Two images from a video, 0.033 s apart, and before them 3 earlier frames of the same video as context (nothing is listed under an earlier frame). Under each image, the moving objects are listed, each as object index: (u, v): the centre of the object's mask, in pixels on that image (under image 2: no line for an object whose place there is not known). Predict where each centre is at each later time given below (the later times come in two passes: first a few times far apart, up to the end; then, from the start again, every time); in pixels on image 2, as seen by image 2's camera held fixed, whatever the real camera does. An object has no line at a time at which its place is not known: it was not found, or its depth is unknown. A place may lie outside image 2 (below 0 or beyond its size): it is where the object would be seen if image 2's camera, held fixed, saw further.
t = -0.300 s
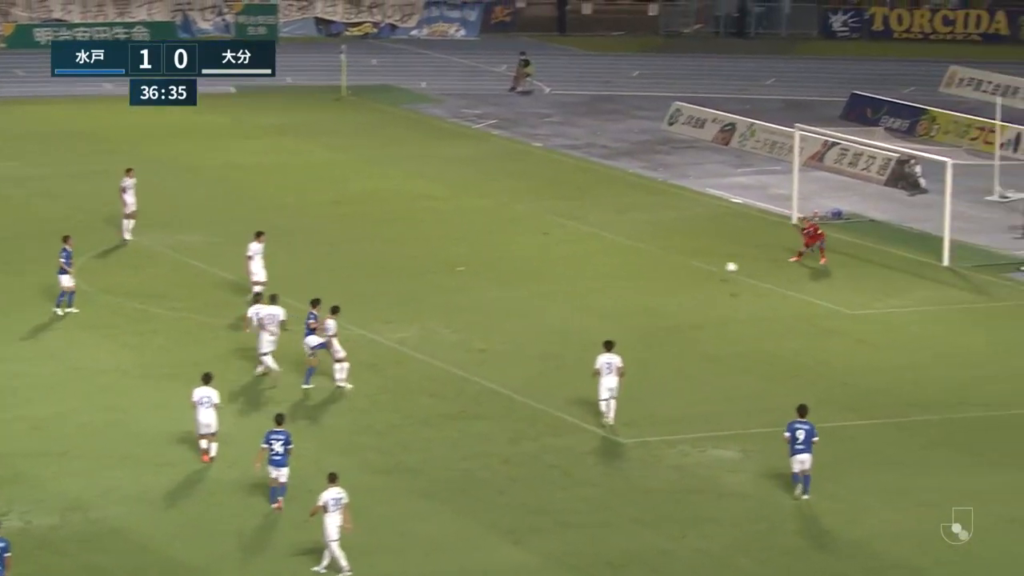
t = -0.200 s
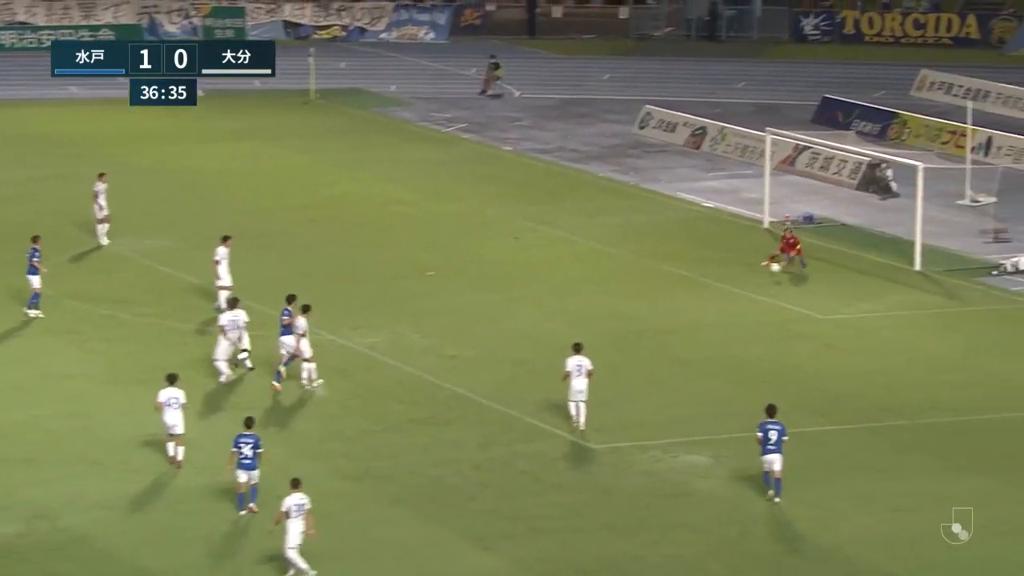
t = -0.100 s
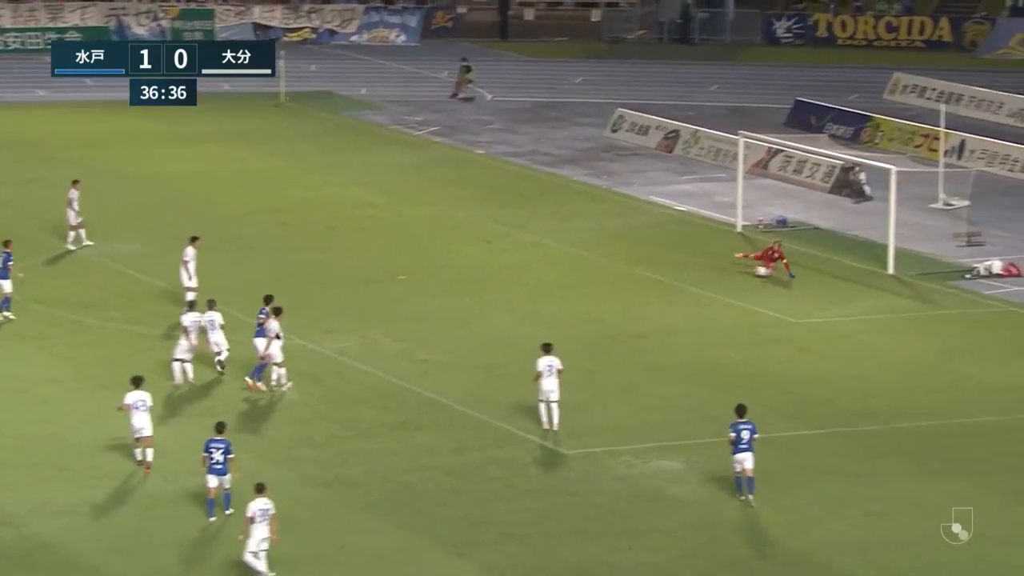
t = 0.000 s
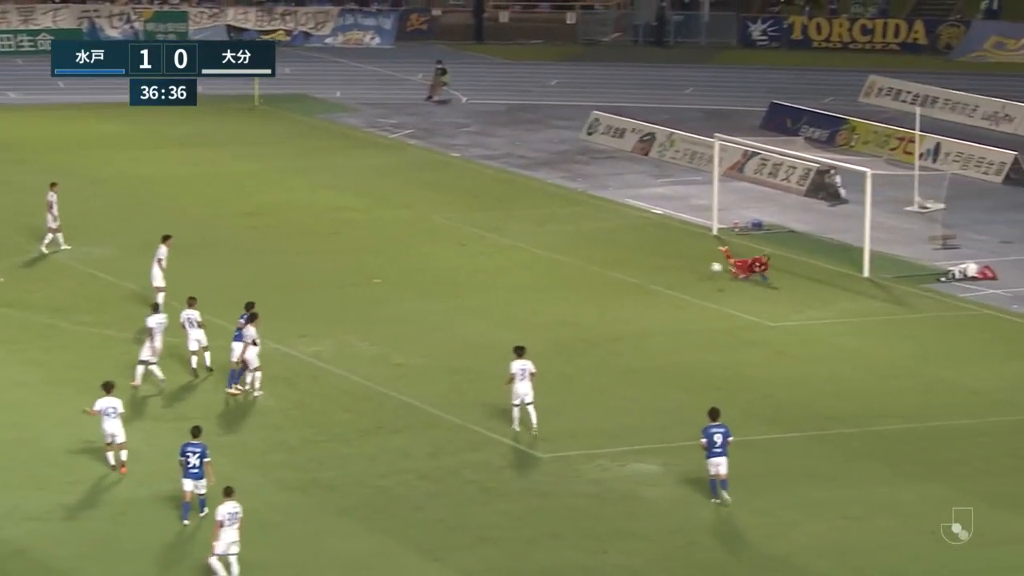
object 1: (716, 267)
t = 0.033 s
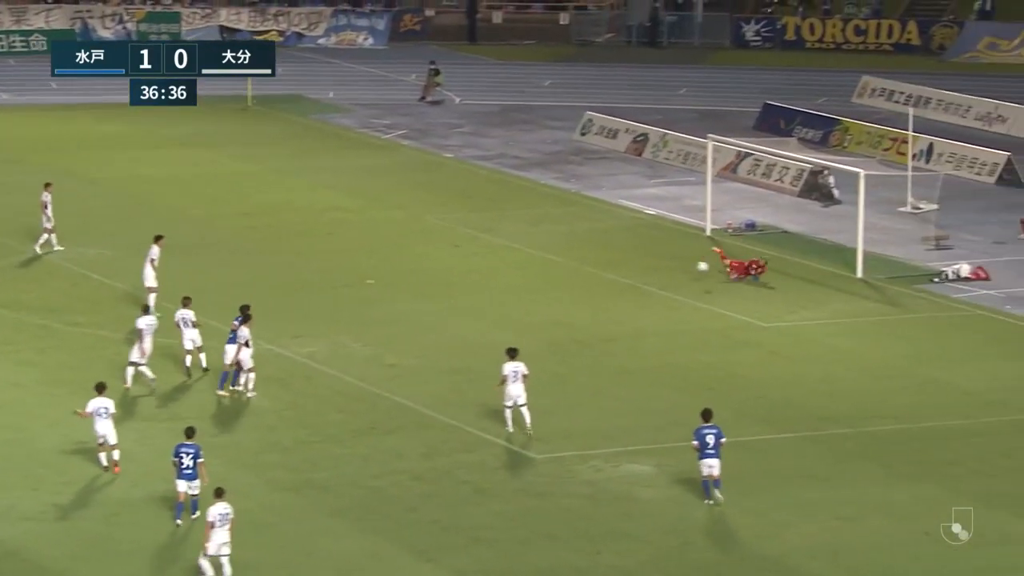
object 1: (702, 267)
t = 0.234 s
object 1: (659, 267)
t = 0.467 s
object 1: (609, 288)
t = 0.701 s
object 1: (573, 286)
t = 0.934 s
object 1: (540, 298)
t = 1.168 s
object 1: (518, 298)
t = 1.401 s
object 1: (496, 303)
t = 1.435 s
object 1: (493, 304)
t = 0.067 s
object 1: (695, 265)
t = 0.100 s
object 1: (688, 265)
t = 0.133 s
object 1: (681, 264)
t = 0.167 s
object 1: (673, 265)
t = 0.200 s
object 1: (666, 266)
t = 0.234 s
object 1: (659, 267)
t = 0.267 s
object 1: (652, 269)
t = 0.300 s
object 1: (645, 271)
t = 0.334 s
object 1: (638, 273)
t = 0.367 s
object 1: (631, 276)
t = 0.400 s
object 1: (624, 280)
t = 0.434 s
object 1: (617, 283)
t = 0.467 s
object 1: (609, 288)
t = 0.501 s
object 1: (603, 292)
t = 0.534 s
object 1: (598, 291)
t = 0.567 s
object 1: (593, 289)
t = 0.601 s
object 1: (588, 287)
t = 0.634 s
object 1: (583, 286)
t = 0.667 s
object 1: (578, 286)
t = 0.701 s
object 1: (573, 286)
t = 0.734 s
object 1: (569, 286)
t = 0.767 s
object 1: (564, 287)
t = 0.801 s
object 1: (558, 288)
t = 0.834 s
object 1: (554, 290)
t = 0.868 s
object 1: (549, 292)
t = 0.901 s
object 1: (544, 295)
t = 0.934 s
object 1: (540, 298)
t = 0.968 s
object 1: (536, 296)
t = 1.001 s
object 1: (533, 296)
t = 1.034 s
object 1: (530, 295)
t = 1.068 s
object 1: (527, 295)
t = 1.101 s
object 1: (524, 296)
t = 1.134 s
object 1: (521, 297)
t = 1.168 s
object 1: (518, 298)
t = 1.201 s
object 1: (515, 300)
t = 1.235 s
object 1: (512, 301)
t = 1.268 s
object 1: (509, 300)
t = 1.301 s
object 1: (505, 301)
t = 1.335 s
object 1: (503, 301)
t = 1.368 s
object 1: (499, 302)
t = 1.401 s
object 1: (496, 303)
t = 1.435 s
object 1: (493, 304)
